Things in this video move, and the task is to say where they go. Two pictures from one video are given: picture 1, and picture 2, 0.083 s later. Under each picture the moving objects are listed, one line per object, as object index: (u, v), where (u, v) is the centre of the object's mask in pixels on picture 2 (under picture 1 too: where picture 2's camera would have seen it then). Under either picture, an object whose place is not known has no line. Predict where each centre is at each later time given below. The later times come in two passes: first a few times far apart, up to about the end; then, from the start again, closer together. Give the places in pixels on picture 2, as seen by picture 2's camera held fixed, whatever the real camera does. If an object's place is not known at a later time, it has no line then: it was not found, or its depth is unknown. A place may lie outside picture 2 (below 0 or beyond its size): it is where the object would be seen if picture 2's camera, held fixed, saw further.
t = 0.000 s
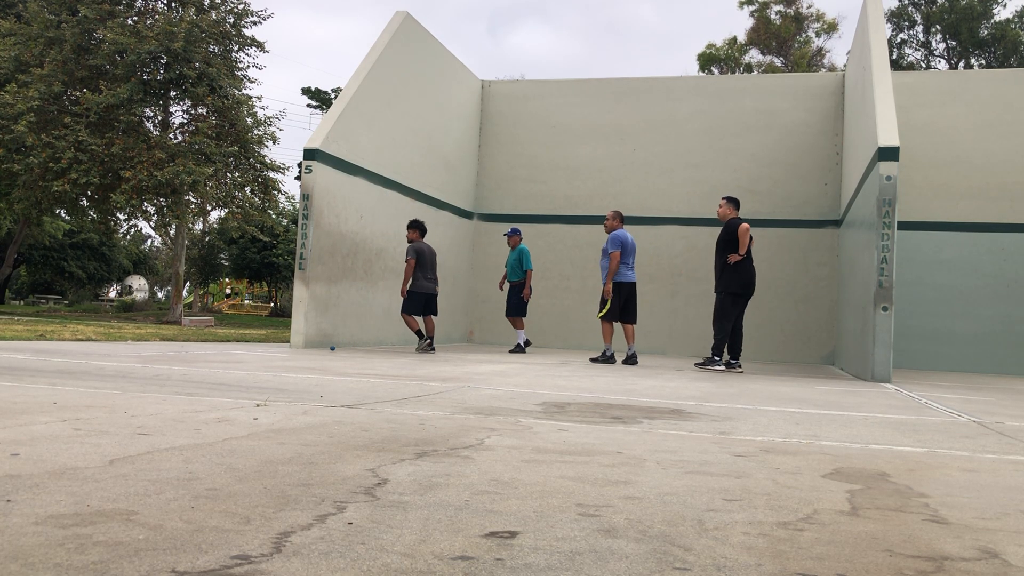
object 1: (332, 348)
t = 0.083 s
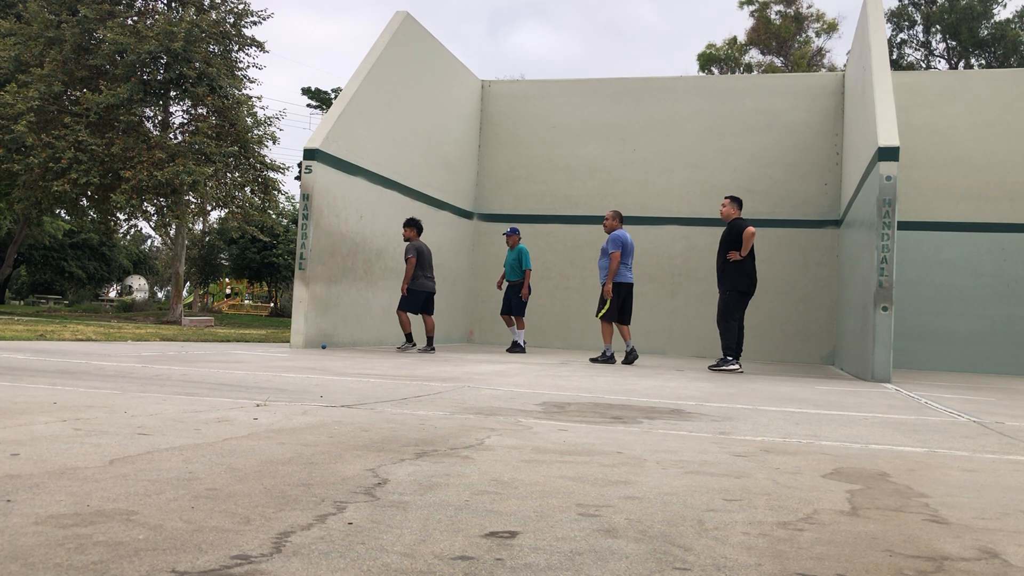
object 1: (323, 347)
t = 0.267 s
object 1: (301, 348)
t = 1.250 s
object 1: (11, 379)
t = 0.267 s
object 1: (301, 348)
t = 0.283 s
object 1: (299, 348)
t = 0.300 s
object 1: (296, 349)
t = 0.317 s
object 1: (294, 350)
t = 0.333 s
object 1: (292, 351)
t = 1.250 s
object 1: (11, 379)
